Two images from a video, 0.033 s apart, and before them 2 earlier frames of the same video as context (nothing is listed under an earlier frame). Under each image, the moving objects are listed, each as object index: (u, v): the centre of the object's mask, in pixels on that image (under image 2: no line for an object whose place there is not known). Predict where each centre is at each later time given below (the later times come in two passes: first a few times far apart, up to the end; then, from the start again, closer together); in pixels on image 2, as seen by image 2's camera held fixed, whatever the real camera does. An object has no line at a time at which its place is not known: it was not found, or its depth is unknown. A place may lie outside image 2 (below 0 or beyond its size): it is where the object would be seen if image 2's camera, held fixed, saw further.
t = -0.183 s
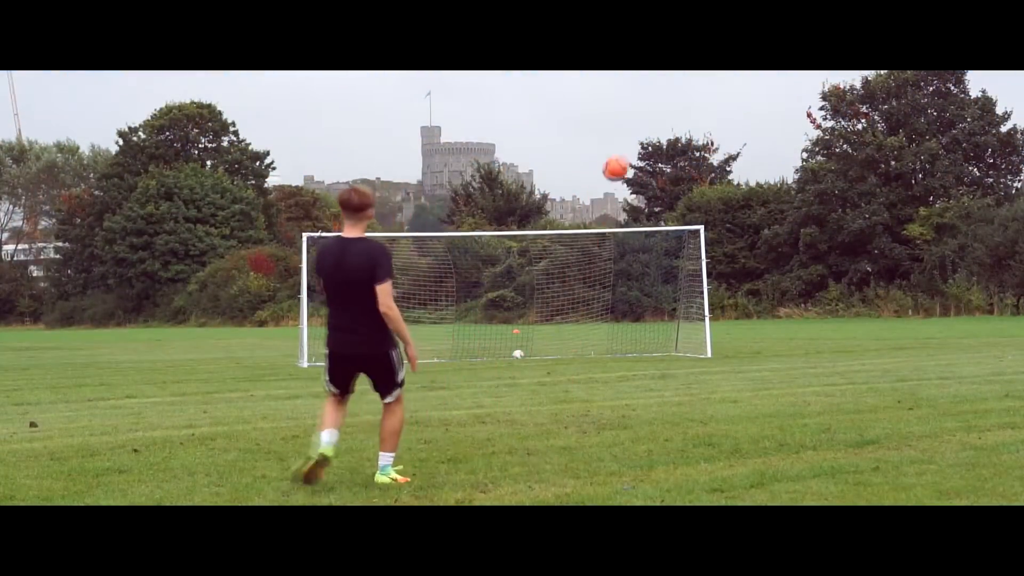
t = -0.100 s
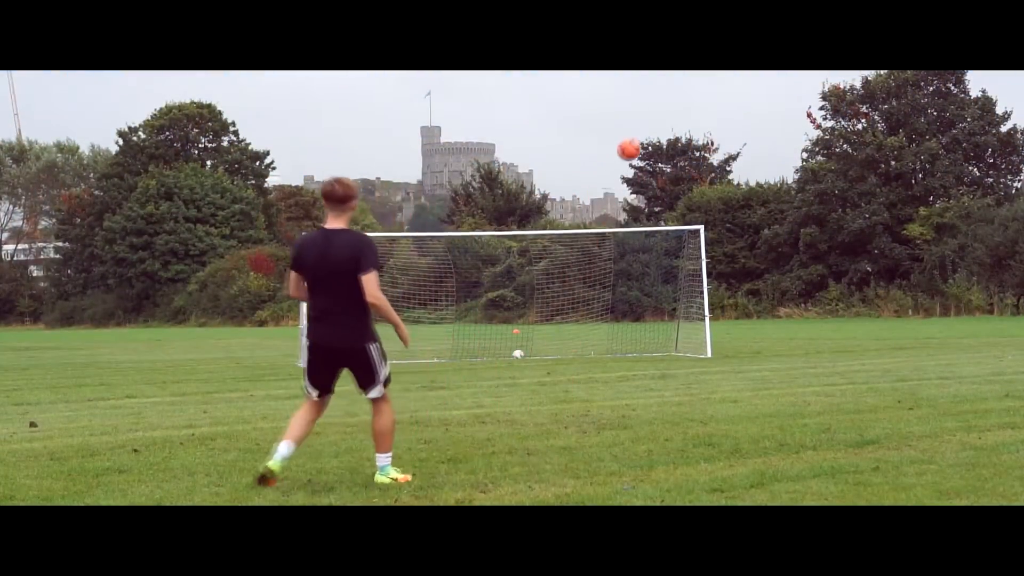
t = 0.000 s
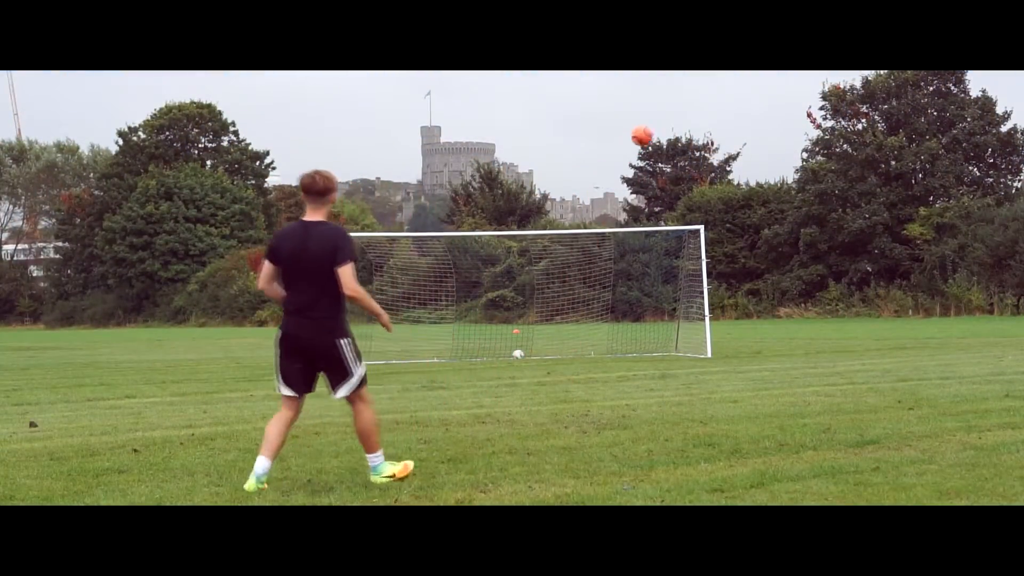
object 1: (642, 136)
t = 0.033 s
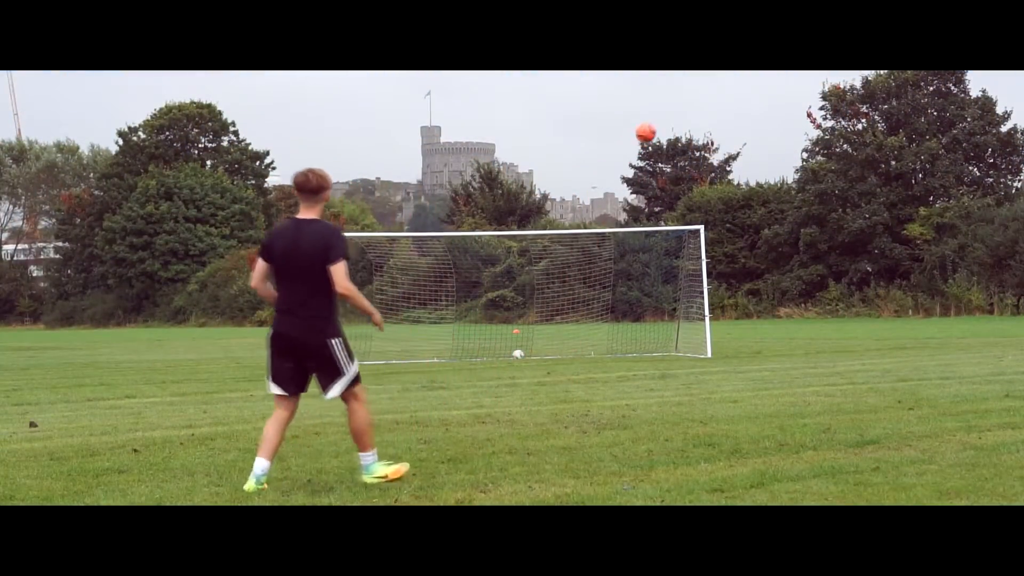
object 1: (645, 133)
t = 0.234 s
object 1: (657, 129)
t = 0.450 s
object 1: (657, 147)
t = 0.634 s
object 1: (659, 186)
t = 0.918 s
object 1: (674, 266)
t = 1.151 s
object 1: (685, 338)
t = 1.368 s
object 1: (680, 348)
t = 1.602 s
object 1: (671, 350)
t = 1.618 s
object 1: (671, 350)
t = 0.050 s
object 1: (647, 131)
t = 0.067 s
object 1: (649, 130)
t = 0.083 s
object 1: (650, 130)
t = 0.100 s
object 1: (651, 129)
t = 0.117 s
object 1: (652, 128)
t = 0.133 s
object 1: (653, 128)
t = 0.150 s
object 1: (654, 128)
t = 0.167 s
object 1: (655, 128)
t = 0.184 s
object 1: (655, 128)
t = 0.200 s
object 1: (656, 128)
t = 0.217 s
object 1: (656, 128)
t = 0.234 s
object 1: (657, 129)
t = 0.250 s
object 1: (657, 129)
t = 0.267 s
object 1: (657, 131)
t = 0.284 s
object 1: (658, 131)
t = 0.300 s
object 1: (658, 132)
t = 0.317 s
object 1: (658, 133)
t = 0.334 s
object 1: (658, 135)
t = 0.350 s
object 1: (658, 136)
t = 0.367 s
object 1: (658, 138)
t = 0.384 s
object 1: (658, 139)
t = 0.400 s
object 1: (657, 142)
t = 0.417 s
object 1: (657, 143)
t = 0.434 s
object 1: (658, 145)
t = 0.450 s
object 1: (657, 147)
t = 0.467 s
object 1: (657, 150)
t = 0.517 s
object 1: (657, 159)
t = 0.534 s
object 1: (657, 163)
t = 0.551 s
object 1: (657, 167)
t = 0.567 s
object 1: (657, 170)
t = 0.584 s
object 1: (658, 174)
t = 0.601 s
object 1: (658, 179)
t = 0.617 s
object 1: (659, 182)
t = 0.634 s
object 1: (659, 186)
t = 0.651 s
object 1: (659, 190)
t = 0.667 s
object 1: (659, 194)
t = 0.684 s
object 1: (660, 199)
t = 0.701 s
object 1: (661, 204)
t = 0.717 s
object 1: (661, 208)
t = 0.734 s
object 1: (662, 213)
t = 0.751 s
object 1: (663, 216)
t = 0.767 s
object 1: (664, 221)
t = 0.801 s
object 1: (667, 233)
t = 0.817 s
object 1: (667, 238)
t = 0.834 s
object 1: (668, 241)
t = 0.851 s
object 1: (670, 247)
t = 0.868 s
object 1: (671, 252)
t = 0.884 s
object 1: (672, 256)
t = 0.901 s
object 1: (672, 261)
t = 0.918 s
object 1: (674, 266)
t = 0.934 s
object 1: (675, 271)
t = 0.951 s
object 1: (676, 275)
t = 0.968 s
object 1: (677, 281)
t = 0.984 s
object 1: (678, 285)
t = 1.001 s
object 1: (679, 291)
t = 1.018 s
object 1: (679, 296)
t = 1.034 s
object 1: (680, 300)
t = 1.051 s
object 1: (681, 305)
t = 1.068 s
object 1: (682, 310)
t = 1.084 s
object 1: (683, 315)
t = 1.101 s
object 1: (684, 322)
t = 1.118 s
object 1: (684, 327)
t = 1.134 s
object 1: (685, 331)
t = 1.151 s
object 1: (685, 338)
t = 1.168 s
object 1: (685, 341)
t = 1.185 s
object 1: (683, 346)
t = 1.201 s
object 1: (682, 349)
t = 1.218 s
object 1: (682, 349)
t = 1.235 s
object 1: (682, 349)
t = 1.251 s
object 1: (683, 349)
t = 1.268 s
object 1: (682, 349)
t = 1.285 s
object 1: (682, 349)
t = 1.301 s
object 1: (682, 349)
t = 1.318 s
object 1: (681, 349)
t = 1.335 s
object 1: (680, 348)
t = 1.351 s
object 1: (680, 348)
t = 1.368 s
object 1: (680, 348)
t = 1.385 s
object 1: (679, 348)
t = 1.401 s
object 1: (679, 348)
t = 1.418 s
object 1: (678, 348)
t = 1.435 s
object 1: (678, 348)
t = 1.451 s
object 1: (677, 349)
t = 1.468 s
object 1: (677, 349)
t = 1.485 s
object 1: (676, 349)
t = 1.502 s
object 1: (675, 350)
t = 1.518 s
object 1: (674, 350)
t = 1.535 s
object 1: (674, 350)
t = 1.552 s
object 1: (673, 351)
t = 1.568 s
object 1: (673, 350)
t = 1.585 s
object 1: (672, 350)
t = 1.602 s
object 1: (671, 350)
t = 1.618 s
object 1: (671, 350)
